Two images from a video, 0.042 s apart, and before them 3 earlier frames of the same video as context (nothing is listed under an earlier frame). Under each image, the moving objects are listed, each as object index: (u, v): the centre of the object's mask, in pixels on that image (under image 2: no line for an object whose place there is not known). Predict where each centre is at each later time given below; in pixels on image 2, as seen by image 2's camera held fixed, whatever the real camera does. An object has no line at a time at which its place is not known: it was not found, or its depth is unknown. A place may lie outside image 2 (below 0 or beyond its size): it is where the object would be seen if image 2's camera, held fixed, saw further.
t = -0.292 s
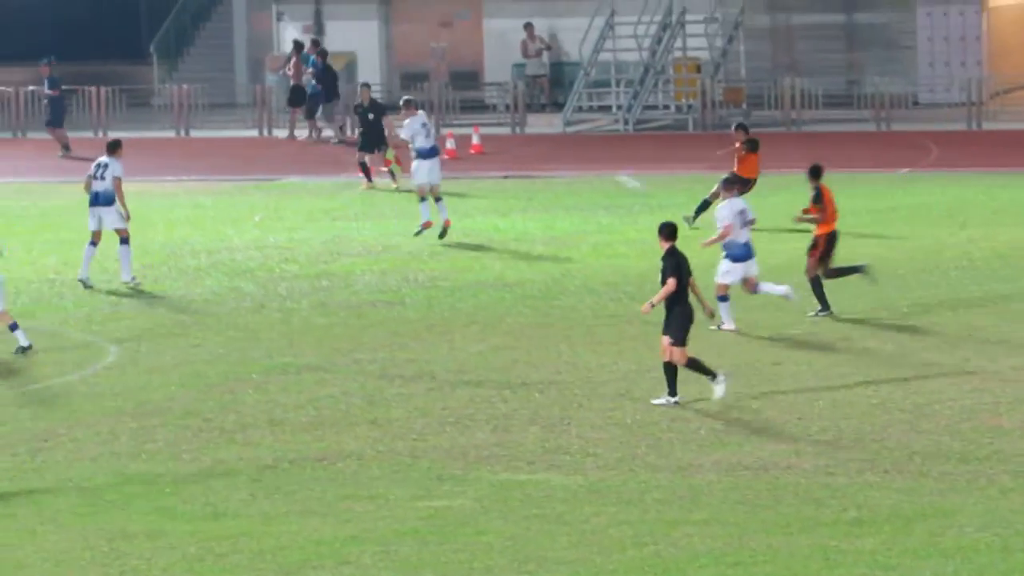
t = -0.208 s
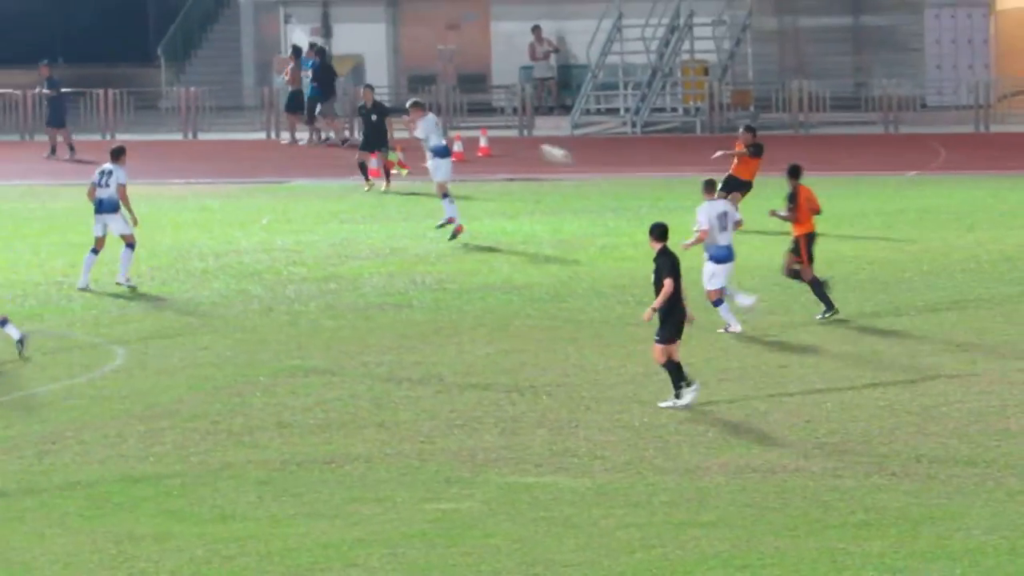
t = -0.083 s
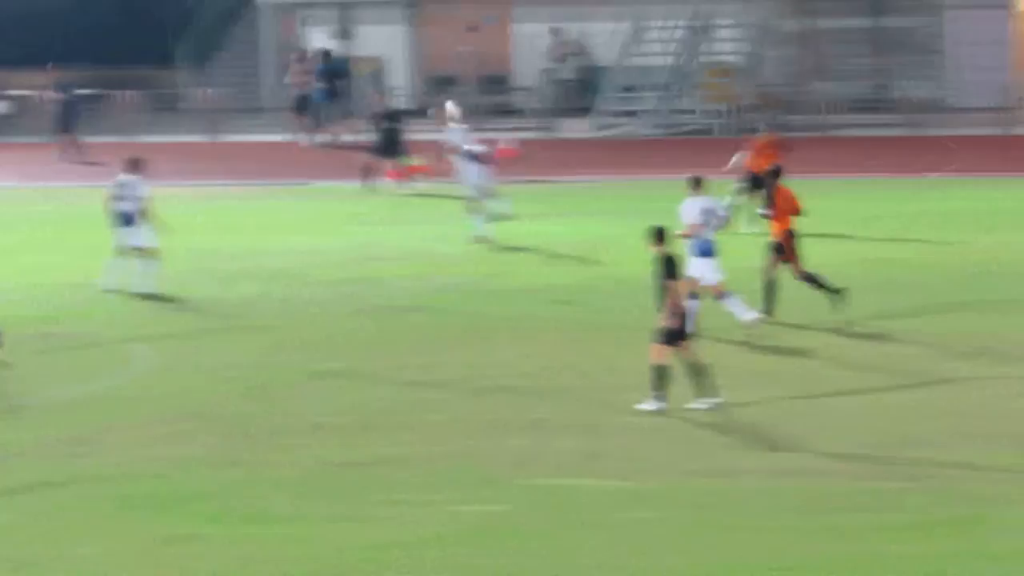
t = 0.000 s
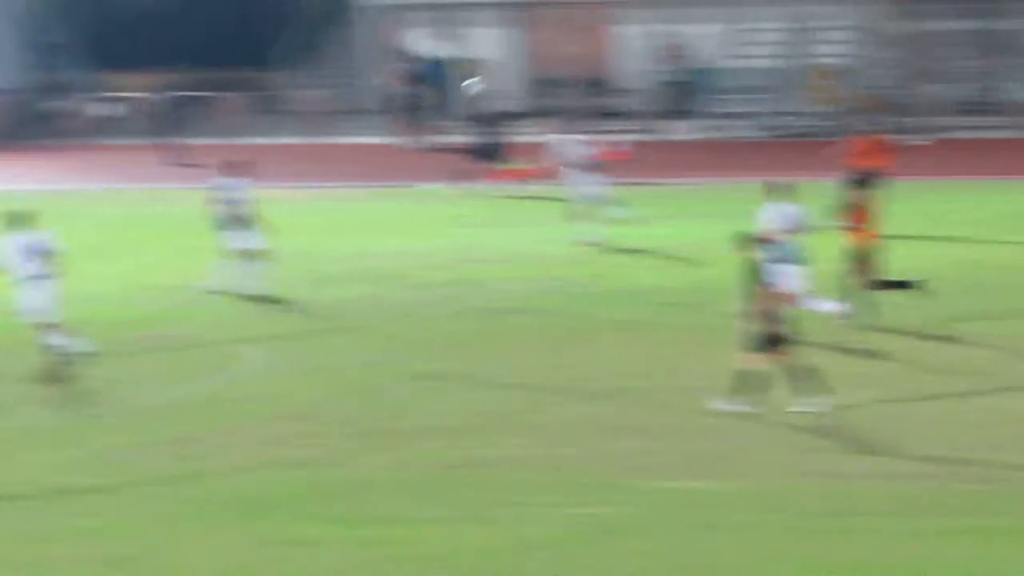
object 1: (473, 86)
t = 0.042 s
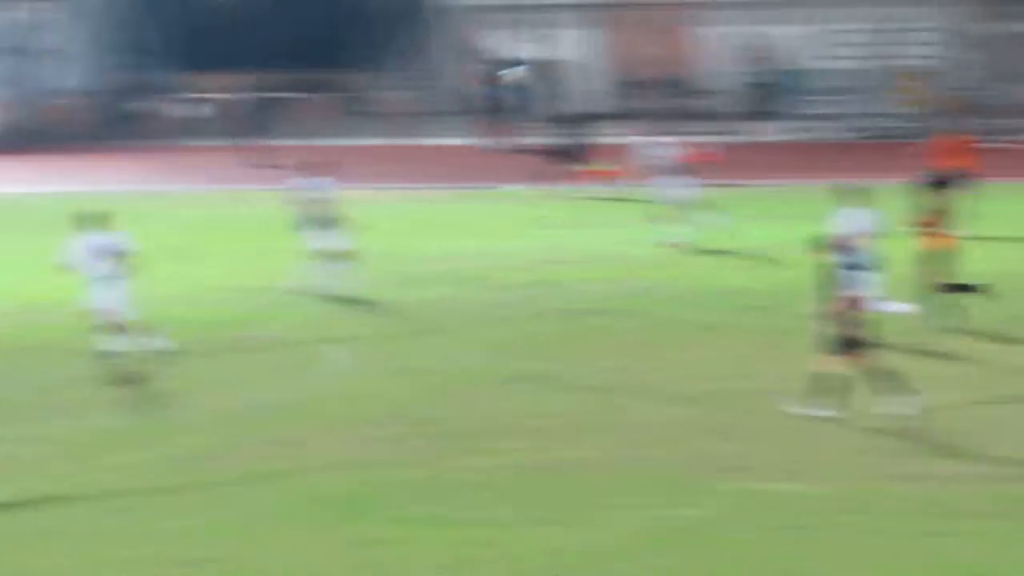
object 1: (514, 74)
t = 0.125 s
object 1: (447, 53)
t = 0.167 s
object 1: (406, 43)
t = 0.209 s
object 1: (370, 34)
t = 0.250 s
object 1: (333, 25)
